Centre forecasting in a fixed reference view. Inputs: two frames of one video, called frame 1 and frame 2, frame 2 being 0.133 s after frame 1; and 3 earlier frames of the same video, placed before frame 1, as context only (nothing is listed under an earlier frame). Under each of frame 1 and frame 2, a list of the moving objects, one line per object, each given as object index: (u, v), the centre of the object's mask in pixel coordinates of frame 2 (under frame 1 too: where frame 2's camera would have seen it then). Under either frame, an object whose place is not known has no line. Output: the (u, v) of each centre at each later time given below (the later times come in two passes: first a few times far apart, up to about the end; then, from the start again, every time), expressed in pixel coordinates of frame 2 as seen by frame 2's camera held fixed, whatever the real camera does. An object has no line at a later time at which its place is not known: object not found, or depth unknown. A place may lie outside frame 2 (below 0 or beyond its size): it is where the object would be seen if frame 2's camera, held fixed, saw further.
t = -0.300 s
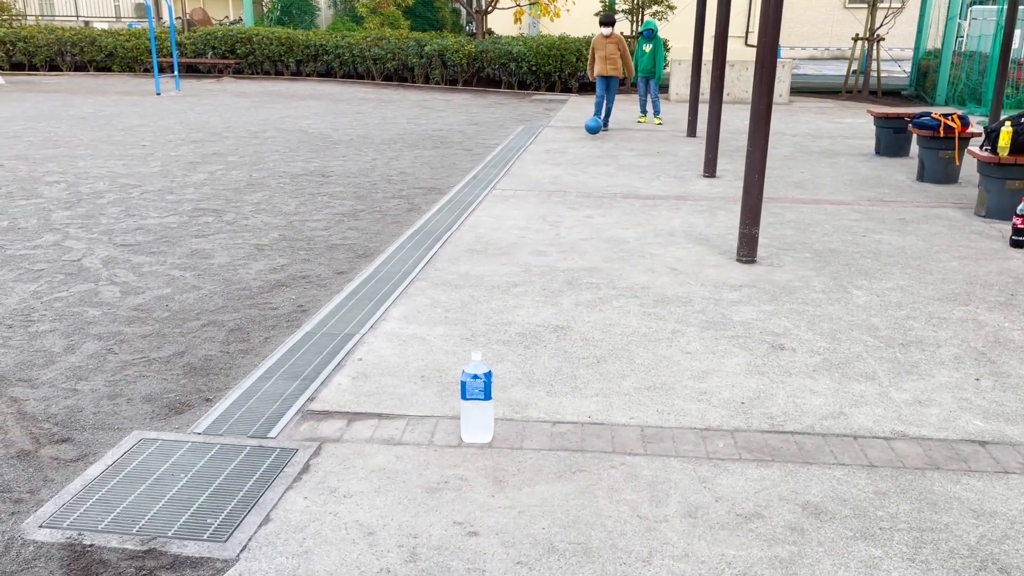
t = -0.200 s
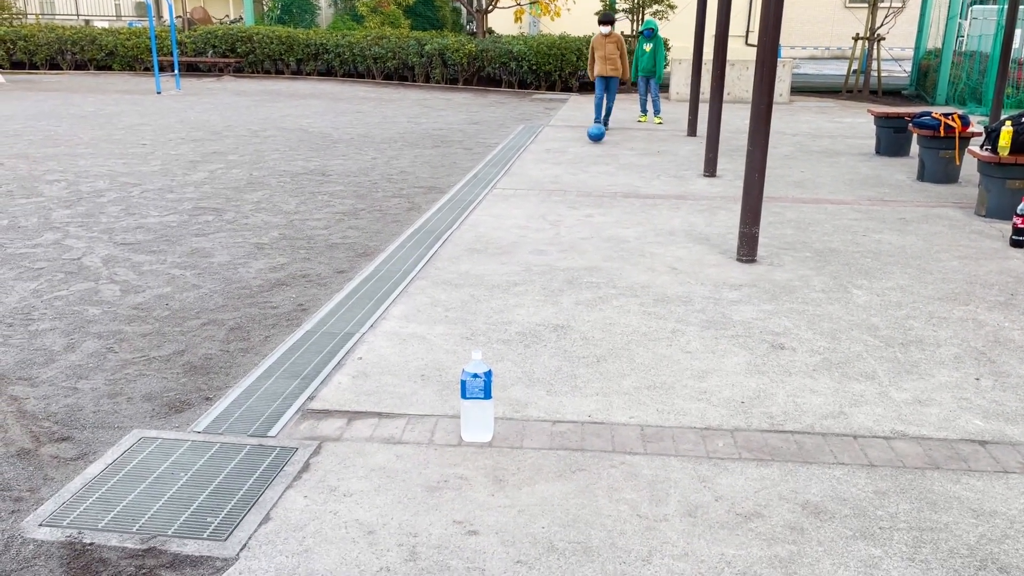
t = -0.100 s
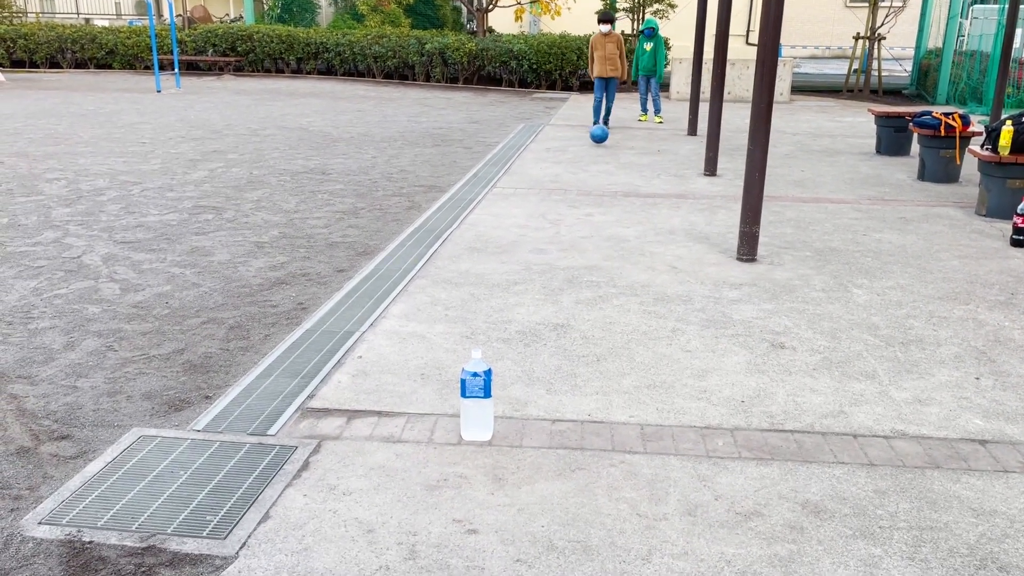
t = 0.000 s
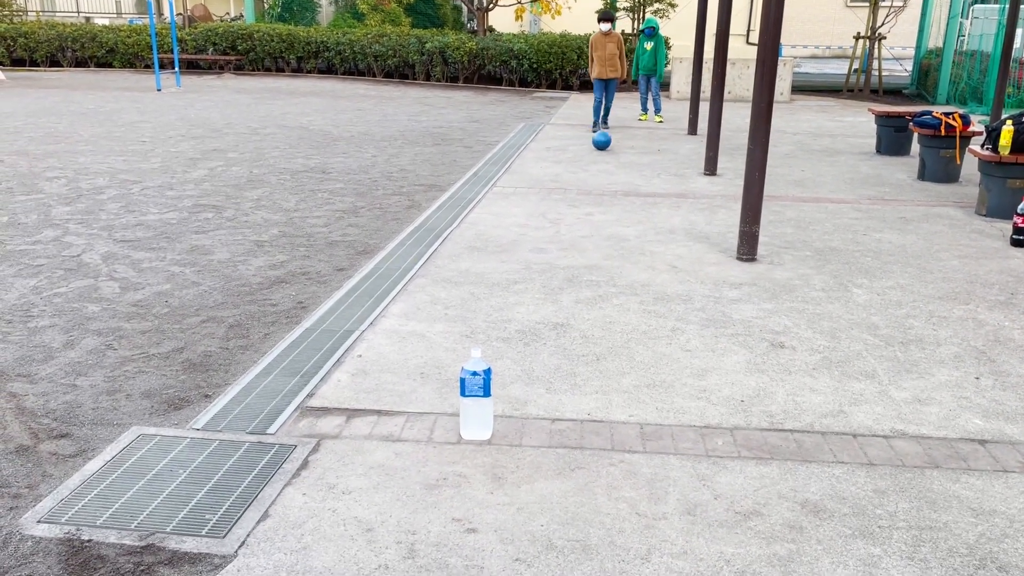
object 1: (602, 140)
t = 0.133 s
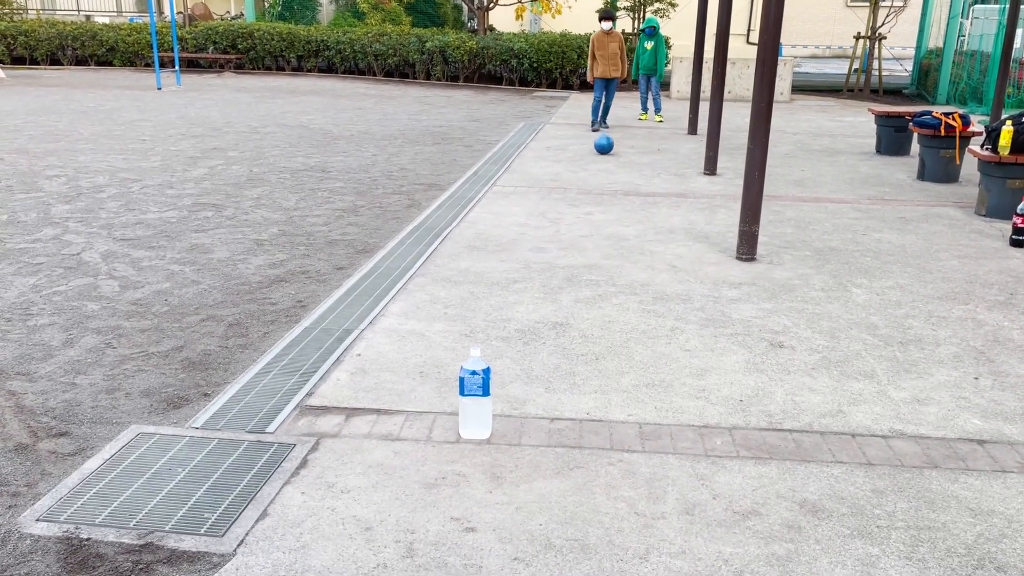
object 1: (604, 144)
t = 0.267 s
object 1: (606, 148)
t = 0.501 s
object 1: (609, 155)
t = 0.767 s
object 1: (611, 165)
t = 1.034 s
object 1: (615, 174)
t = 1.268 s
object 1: (617, 183)
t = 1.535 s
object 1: (621, 197)
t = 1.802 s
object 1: (626, 210)
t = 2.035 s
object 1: (631, 224)
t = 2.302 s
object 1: (638, 242)
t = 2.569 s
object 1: (648, 262)
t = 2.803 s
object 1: (658, 282)
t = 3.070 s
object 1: (673, 310)
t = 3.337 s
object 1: (693, 343)
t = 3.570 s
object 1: (713, 379)
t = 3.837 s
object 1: (739, 431)
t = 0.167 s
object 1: (605, 145)
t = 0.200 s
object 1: (605, 146)
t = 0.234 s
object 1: (605, 147)
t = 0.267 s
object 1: (606, 148)
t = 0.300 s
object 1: (606, 149)
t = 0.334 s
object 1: (607, 150)
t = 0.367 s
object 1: (607, 151)
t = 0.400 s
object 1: (607, 152)
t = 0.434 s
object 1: (608, 153)
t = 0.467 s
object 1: (608, 154)
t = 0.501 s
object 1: (609, 155)
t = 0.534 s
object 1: (609, 156)
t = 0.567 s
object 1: (609, 157)
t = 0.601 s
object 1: (610, 159)
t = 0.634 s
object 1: (610, 160)
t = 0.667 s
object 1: (610, 161)
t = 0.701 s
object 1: (611, 162)
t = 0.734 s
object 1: (611, 163)
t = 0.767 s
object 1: (611, 165)
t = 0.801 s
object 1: (612, 166)
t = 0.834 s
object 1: (612, 167)
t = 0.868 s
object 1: (613, 168)
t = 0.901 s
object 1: (613, 169)
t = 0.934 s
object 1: (614, 171)
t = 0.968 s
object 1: (614, 172)
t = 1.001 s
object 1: (614, 173)
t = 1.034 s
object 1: (615, 174)
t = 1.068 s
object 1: (615, 176)
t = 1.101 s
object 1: (615, 177)
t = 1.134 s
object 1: (616, 179)
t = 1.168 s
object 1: (616, 180)
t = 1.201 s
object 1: (616, 181)
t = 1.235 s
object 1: (617, 182)
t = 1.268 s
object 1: (617, 183)
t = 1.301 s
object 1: (618, 184)
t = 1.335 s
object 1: (618, 187)
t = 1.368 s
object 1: (619, 188)
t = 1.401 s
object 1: (619, 190)
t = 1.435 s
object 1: (620, 191)
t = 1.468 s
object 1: (620, 193)
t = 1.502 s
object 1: (621, 195)
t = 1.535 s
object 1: (621, 197)
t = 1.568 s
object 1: (622, 198)
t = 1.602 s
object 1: (622, 200)
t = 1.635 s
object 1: (623, 201)
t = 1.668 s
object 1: (624, 203)
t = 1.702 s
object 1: (624, 205)
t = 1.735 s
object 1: (625, 207)
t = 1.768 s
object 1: (625, 208)
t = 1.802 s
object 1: (626, 210)
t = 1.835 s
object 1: (627, 212)
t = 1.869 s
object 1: (627, 214)
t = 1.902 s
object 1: (628, 217)
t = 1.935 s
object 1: (629, 218)
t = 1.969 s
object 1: (629, 220)
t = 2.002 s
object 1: (630, 222)
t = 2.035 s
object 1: (631, 224)
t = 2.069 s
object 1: (632, 226)
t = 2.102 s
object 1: (632, 228)
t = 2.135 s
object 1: (633, 230)
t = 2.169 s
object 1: (634, 232)
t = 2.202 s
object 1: (635, 235)
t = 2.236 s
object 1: (636, 237)
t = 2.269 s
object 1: (637, 240)
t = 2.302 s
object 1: (638, 242)
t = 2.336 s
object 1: (639, 244)
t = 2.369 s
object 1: (640, 247)
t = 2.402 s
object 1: (642, 250)
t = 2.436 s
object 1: (643, 252)
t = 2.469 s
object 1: (644, 255)
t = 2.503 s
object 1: (645, 257)
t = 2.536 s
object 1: (646, 260)
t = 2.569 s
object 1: (648, 262)
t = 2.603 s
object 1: (649, 265)
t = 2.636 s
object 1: (651, 268)
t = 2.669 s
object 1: (652, 271)
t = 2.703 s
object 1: (653, 273)
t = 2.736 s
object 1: (655, 276)
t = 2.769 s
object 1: (657, 278)
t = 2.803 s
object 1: (658, 282)
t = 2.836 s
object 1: (660, 285)
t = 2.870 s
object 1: (662, 288)
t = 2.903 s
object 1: (663, 292)
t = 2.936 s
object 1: (665, 295)
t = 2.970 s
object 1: (667, 299)
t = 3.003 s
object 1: (669, 303)
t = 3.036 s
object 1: (671, 306)
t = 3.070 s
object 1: (673, 310)
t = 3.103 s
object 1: (676, 313)
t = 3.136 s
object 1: (678, 317)
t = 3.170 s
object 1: (680, 321)
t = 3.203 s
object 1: (683, 326)
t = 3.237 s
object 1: (685, 330)
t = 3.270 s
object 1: (688, 334)
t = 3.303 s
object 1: (690, 339)
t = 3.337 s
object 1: (693, 343)
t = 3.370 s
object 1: (696, 348)
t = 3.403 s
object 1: (698, 353)
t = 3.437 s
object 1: (701, 357)
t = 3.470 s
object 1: (704, 363)
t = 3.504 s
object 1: (707, 368)
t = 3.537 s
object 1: (710, 372)
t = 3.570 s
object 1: (713, 379)
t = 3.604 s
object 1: (716, 385)
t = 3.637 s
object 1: (719, 391)
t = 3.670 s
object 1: (722, 398)
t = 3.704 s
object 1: (726, 404)
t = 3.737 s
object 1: (729, 410)
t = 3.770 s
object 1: (732, 417)
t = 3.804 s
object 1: (736, 423)
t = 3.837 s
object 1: (739, 431)
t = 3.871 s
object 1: (743, 438)
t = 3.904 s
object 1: (746, 445)
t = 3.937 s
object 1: (750, 453)
